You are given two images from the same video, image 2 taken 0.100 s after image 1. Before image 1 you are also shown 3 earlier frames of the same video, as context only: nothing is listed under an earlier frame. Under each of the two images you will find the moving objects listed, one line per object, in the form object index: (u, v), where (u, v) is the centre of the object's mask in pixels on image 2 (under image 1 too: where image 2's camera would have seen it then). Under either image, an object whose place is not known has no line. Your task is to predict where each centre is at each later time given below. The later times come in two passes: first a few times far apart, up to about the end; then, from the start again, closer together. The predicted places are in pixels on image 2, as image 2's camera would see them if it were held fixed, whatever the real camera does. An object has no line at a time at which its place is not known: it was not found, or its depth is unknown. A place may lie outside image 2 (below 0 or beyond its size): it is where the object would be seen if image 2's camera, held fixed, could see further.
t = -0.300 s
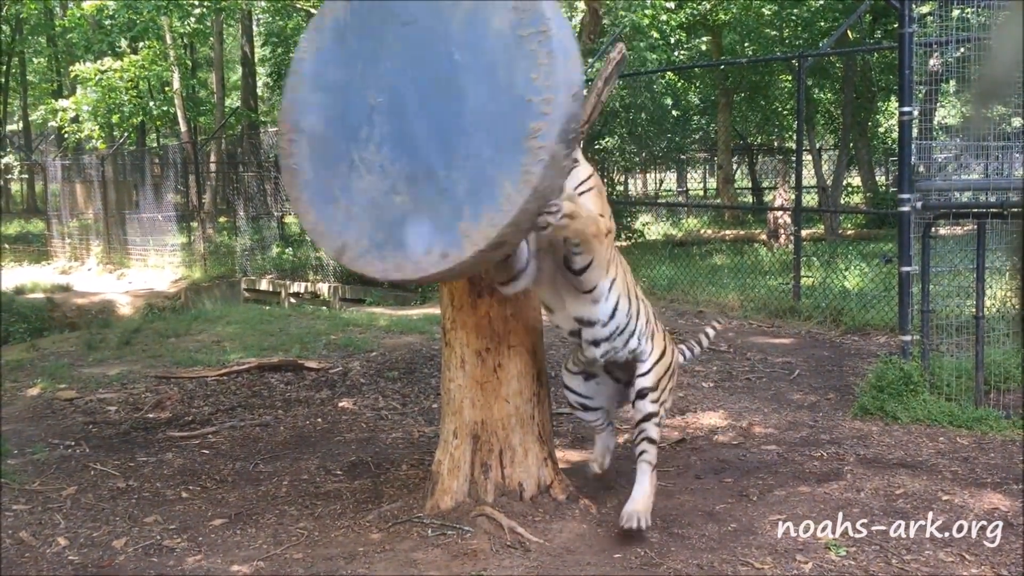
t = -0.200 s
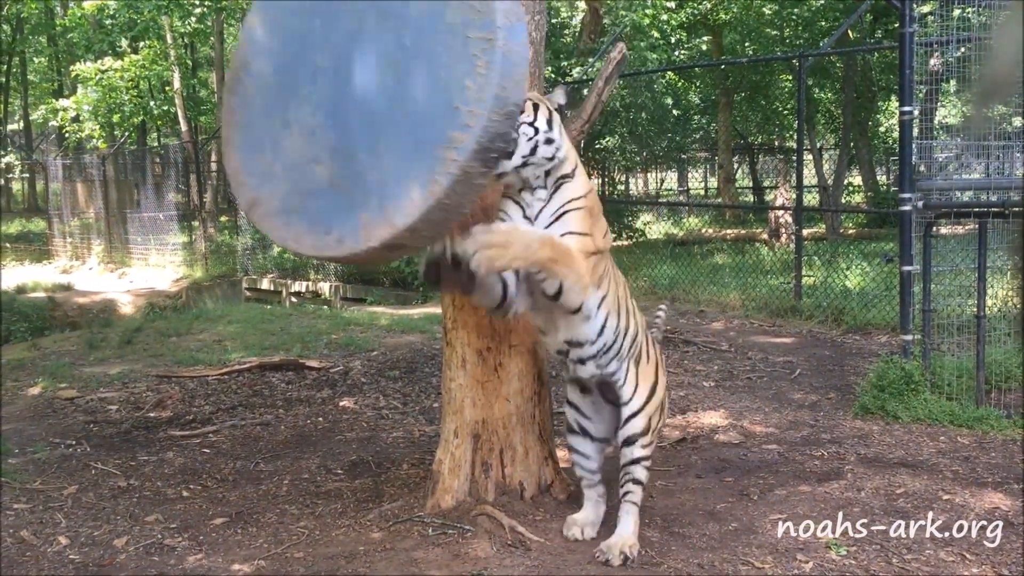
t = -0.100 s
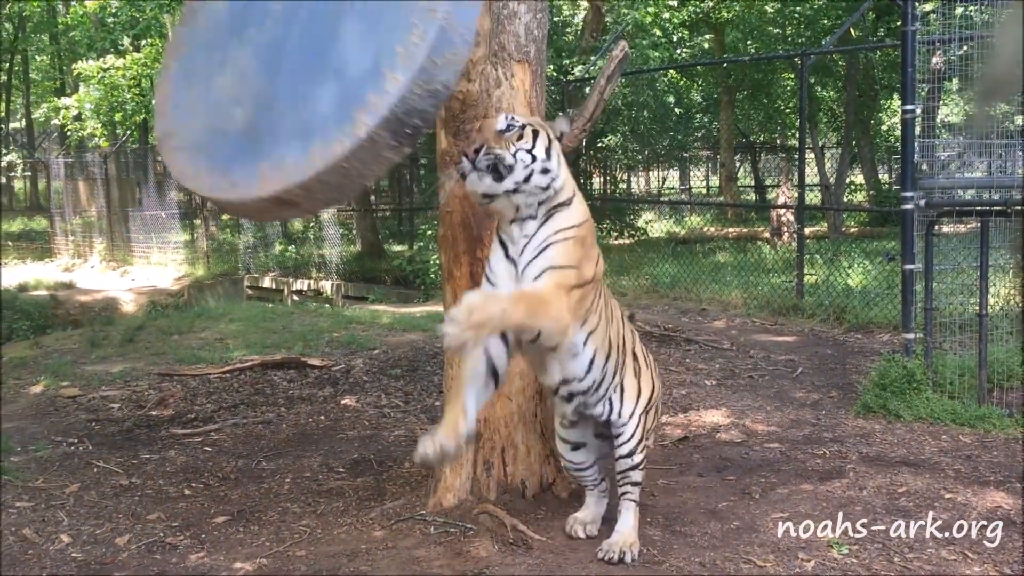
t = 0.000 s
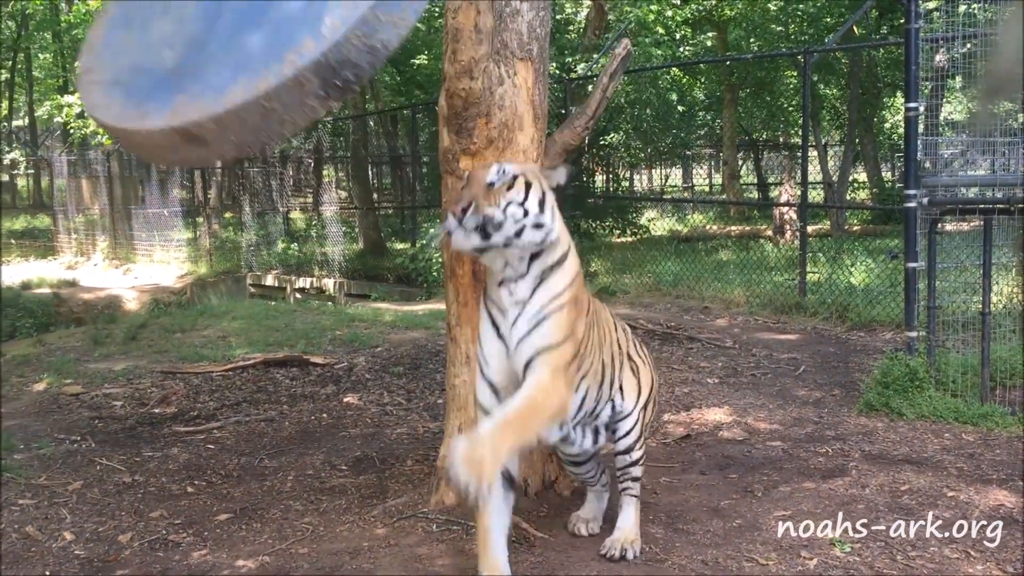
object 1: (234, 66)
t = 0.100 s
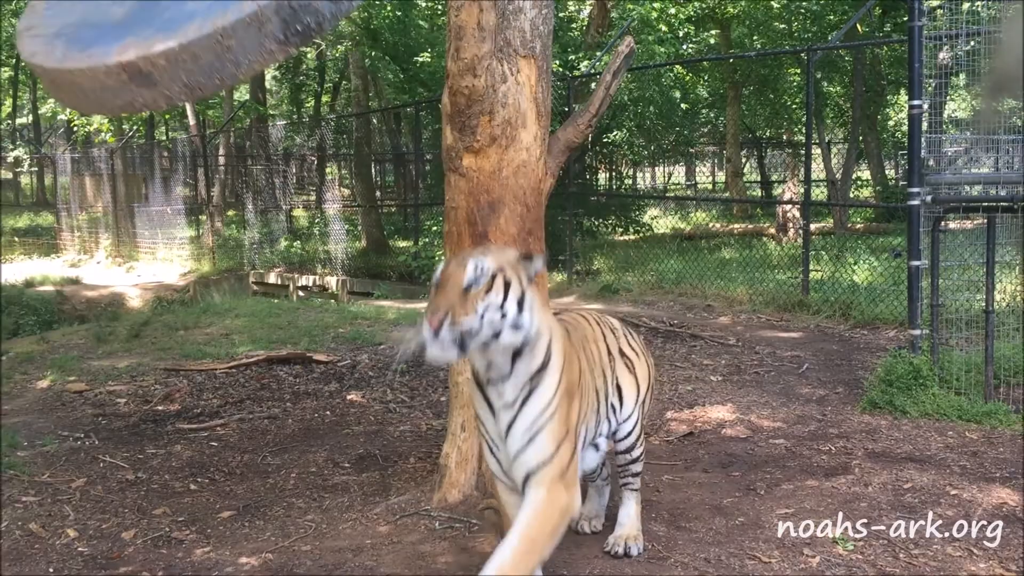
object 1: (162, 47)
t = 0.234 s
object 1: (113, 42)
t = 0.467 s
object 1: (179, 81)
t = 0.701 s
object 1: (335, 125)
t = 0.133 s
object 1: (143, 44)
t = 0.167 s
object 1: (127, 42)
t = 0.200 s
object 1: (118, 41)
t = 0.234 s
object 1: (113, 42)
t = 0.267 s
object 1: (111, 45)
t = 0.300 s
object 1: (113, 51)
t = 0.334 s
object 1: (122, 55)
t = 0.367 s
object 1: (134, 62)
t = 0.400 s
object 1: (147, 69)
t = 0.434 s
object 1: (162, 74)
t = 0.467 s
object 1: (179, 81)
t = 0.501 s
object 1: (197, 90)
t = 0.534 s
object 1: (216, 97)
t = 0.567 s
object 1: (236, 104)
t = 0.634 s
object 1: (284, 115)
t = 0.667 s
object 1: (309, 121)
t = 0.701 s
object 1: (335, 125)
